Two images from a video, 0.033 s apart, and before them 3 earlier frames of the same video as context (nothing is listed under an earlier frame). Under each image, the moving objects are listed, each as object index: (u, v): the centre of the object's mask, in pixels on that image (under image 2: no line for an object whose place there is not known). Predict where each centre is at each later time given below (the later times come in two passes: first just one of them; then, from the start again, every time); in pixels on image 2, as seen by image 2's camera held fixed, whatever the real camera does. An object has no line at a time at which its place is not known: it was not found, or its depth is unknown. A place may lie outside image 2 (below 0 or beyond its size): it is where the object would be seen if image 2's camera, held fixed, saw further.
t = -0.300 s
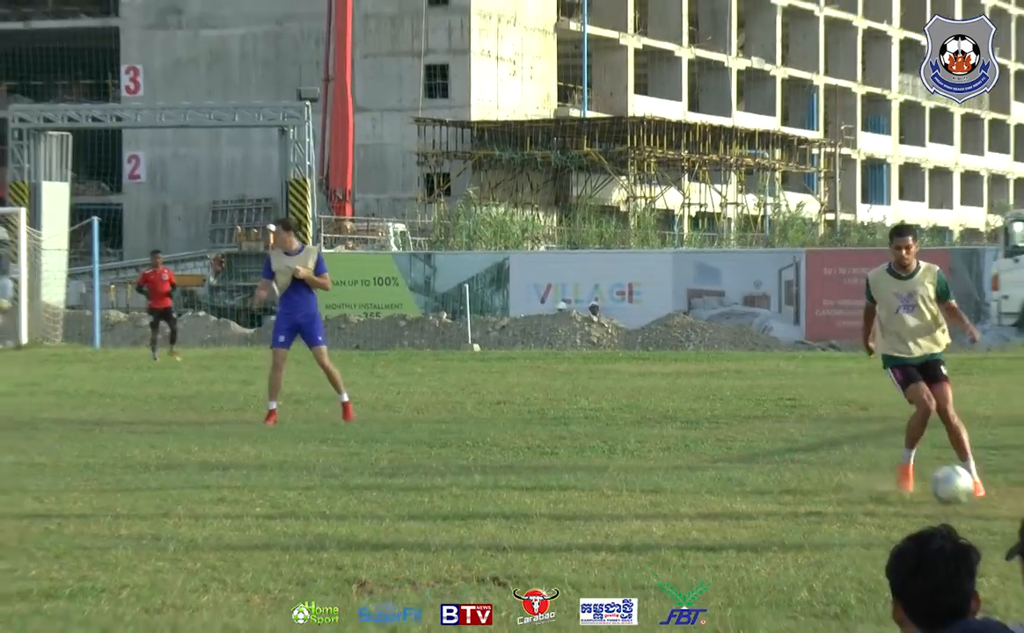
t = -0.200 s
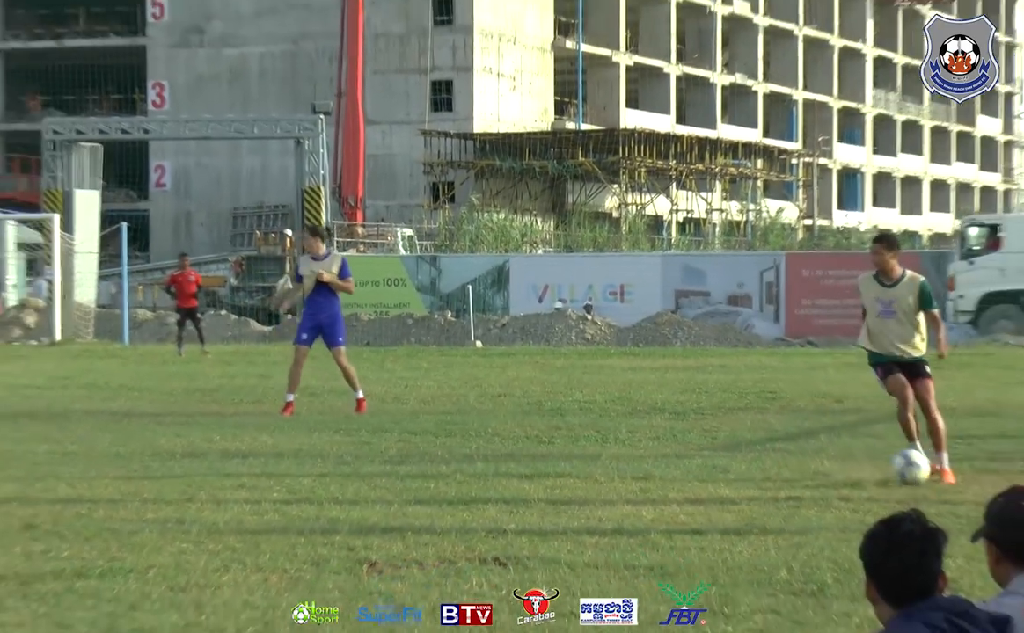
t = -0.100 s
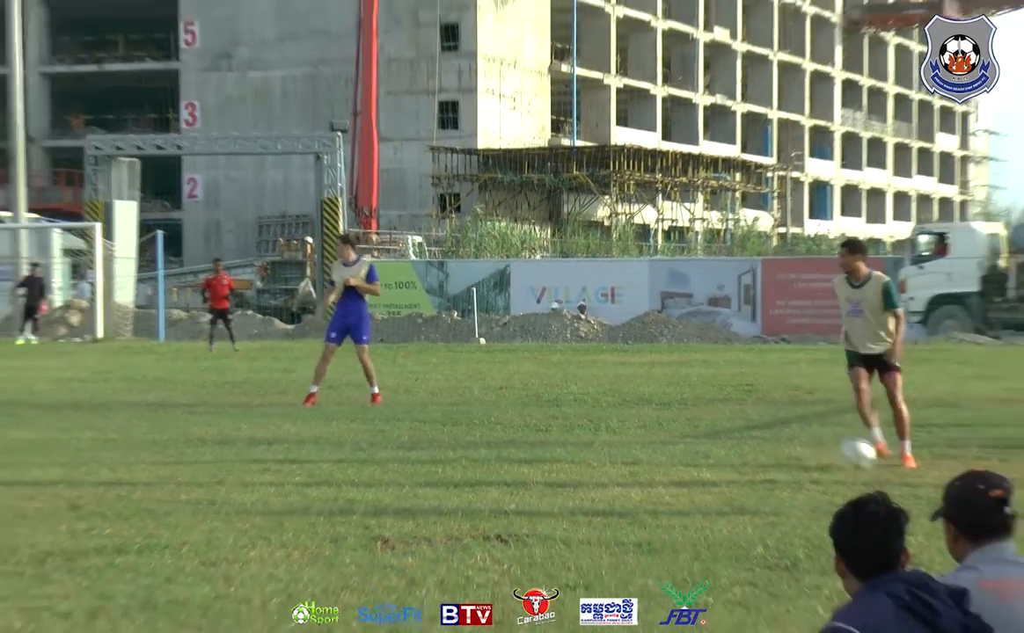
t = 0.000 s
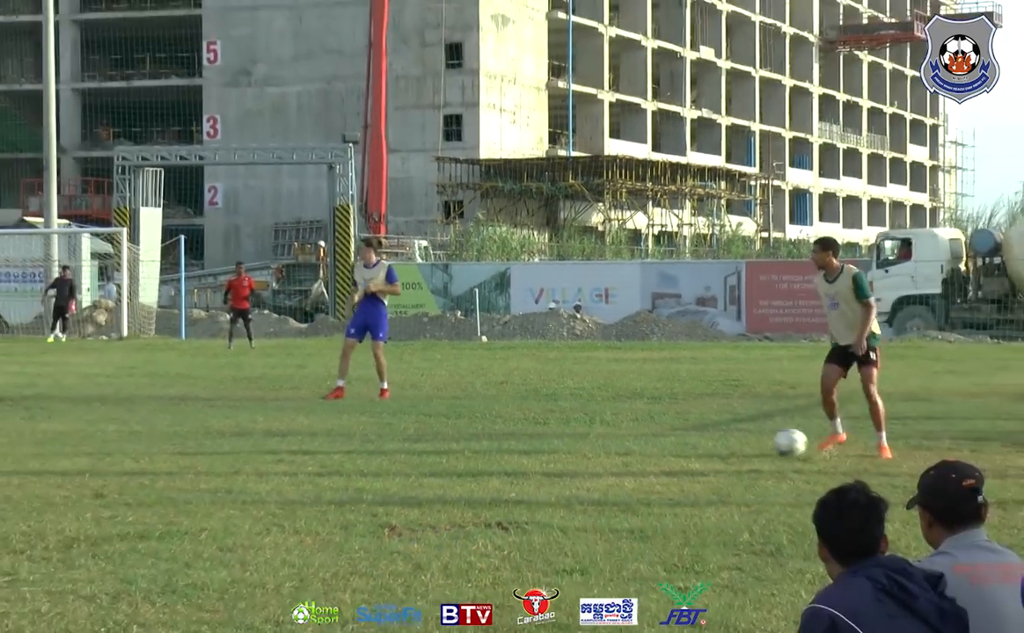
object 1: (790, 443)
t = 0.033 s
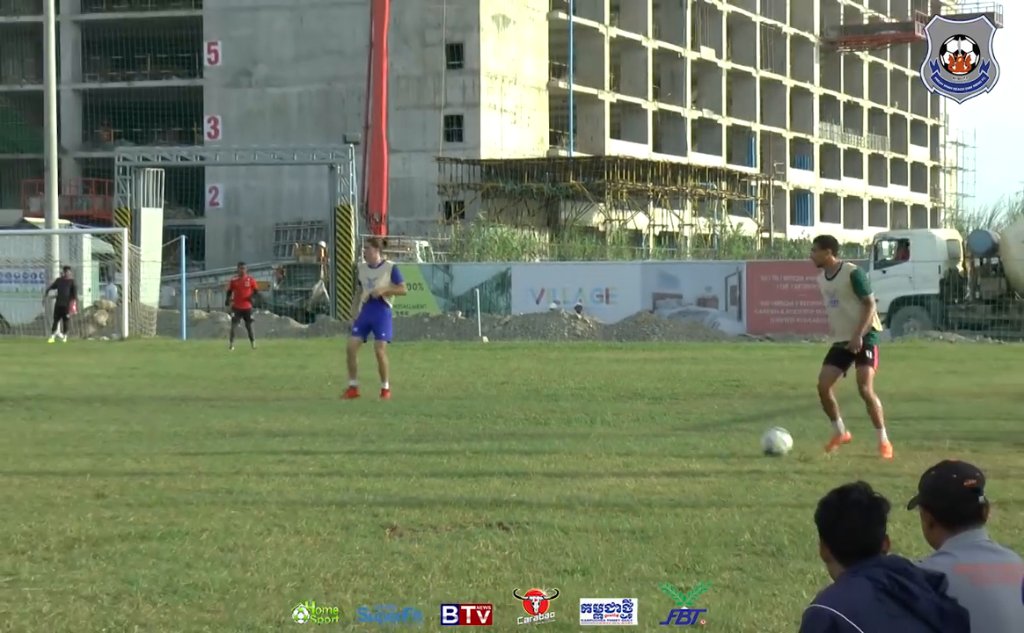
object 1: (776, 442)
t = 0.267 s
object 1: (700, 439)
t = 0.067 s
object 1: (769, 441)
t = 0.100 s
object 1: (752, 441)
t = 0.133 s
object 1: (739, 441)
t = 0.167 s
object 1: (732, 440)
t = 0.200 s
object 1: (720, 440)
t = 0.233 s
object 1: (706, 440)
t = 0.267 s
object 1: (700, 439)
